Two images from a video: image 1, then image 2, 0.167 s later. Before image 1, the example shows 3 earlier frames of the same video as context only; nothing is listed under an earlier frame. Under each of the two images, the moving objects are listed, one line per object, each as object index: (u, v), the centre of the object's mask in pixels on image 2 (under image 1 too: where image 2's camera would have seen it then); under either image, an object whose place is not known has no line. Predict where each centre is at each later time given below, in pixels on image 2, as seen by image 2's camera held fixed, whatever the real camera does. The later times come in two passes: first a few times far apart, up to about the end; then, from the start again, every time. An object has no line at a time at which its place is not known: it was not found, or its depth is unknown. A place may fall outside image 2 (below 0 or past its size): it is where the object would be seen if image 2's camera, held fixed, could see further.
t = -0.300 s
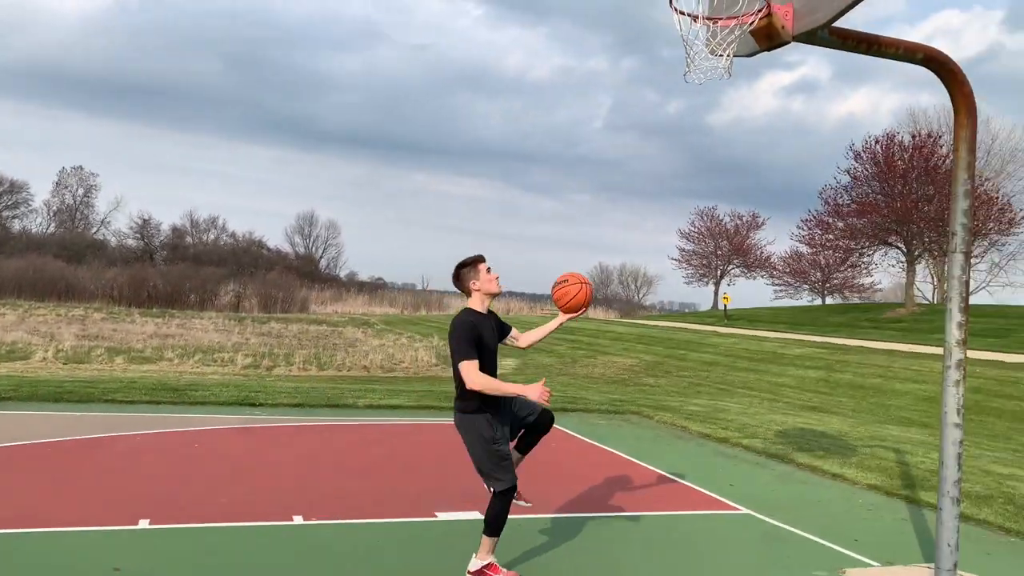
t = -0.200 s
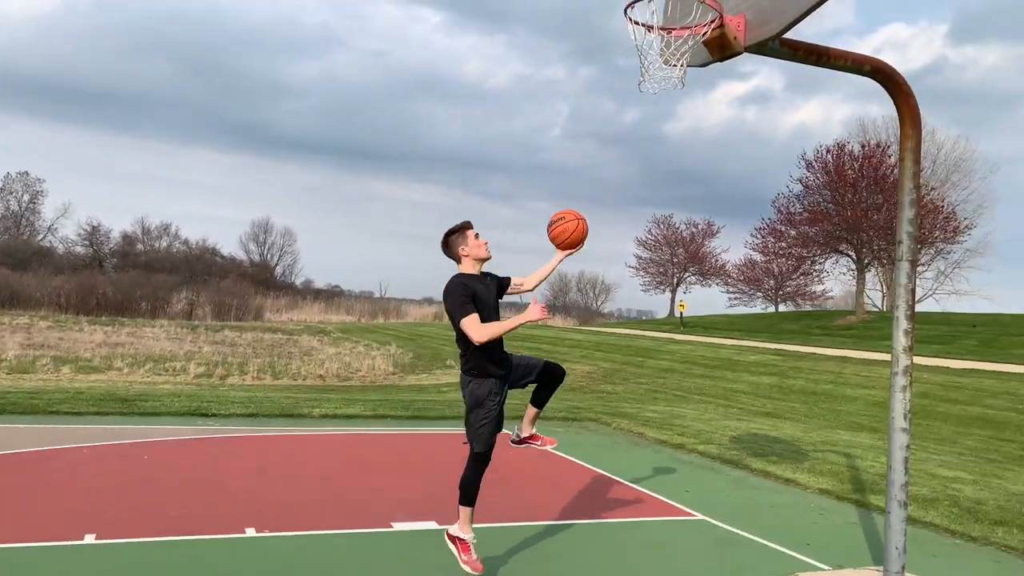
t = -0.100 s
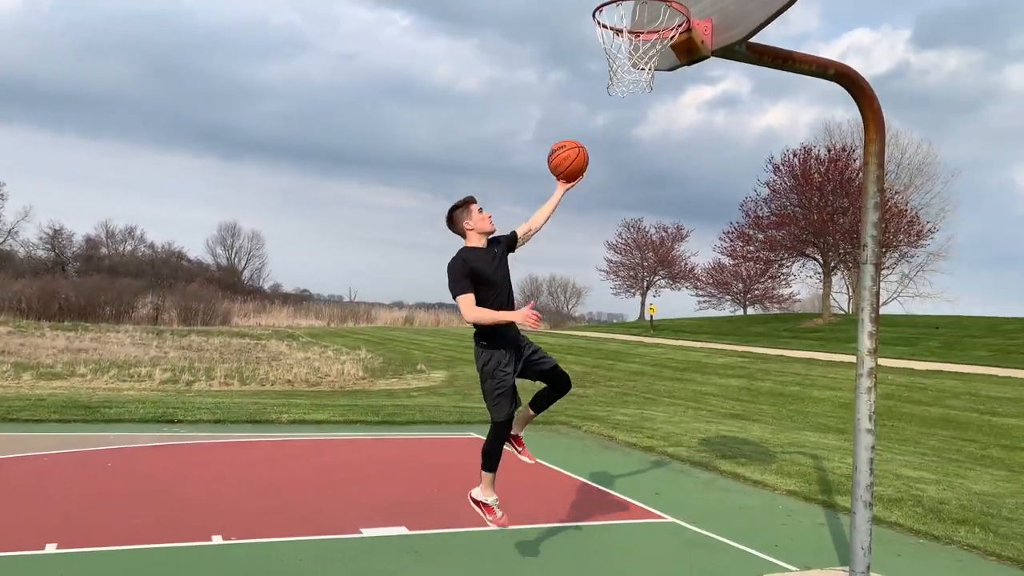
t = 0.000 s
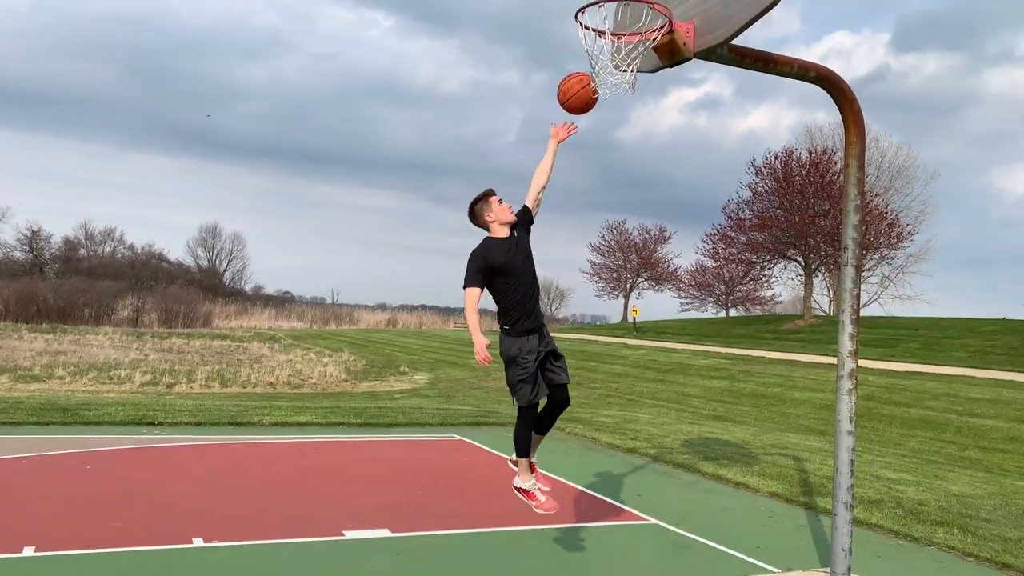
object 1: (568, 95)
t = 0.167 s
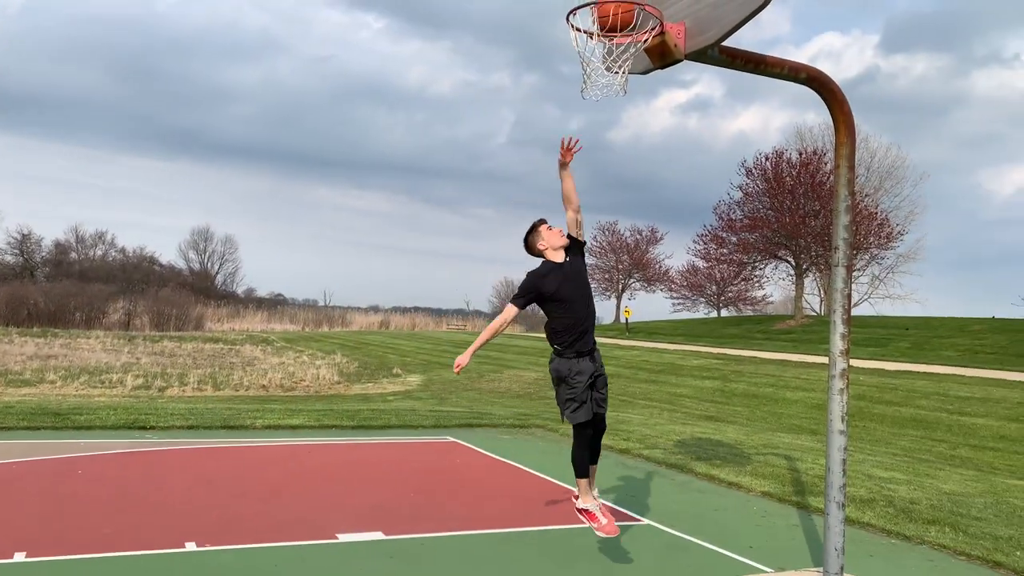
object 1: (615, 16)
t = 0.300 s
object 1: (618, -2)
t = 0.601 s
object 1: (603, 38)
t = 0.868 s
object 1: (580, 237)
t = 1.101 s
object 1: (551, 562)
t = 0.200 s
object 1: (621, 11)
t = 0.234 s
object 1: (621, 6)
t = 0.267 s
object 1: (620, 3)
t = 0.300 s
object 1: (618, -2)
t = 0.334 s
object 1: (617, -6)
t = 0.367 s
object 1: (615, -5)
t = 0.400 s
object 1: (614, -5)
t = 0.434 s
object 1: (613, -1)
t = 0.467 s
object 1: (611, 2)
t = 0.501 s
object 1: (609, 6)
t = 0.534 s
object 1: (608, 13)
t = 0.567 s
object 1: (605, 24)
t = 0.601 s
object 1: (603, 38)
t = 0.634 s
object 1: (600, 55)
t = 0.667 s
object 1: (598, 74)
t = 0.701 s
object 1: (596, 96)
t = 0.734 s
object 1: (593, 118)
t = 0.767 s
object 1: (590, 144)
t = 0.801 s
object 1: (587, 173)
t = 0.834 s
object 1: (583, 204)
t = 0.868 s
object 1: (580, 237)
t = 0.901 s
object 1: (577, 273)
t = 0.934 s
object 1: (574, 313)
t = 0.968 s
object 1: (570, 355)
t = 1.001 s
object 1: (565, 401)
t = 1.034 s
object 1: (560, 450)
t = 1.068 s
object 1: (556, 504)
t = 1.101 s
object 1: (551, 562)
